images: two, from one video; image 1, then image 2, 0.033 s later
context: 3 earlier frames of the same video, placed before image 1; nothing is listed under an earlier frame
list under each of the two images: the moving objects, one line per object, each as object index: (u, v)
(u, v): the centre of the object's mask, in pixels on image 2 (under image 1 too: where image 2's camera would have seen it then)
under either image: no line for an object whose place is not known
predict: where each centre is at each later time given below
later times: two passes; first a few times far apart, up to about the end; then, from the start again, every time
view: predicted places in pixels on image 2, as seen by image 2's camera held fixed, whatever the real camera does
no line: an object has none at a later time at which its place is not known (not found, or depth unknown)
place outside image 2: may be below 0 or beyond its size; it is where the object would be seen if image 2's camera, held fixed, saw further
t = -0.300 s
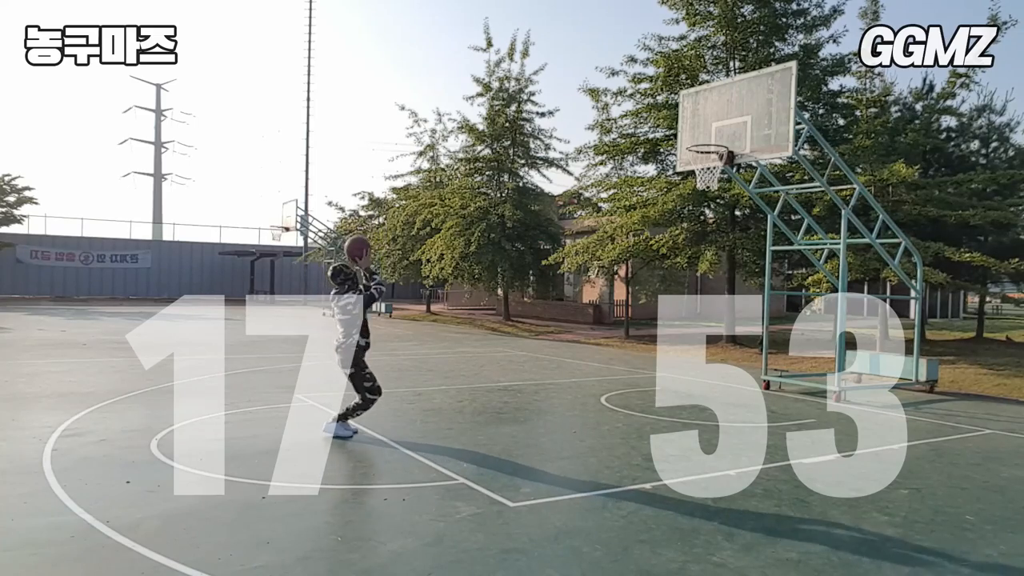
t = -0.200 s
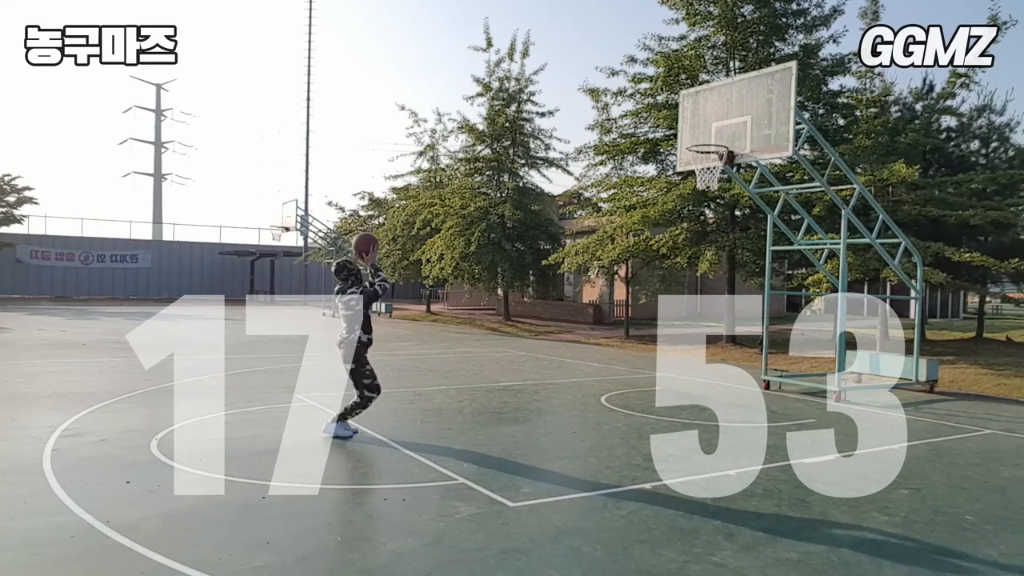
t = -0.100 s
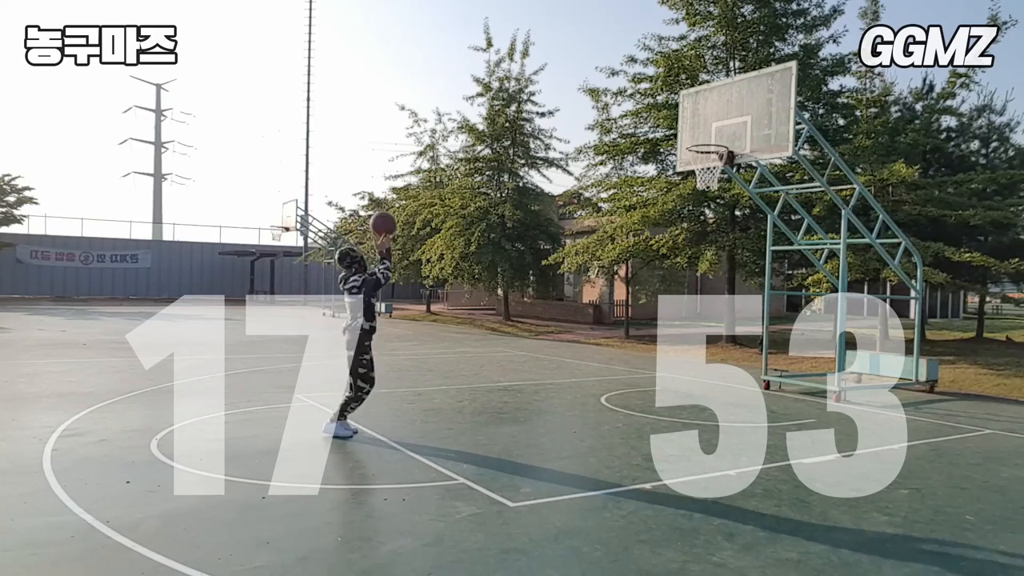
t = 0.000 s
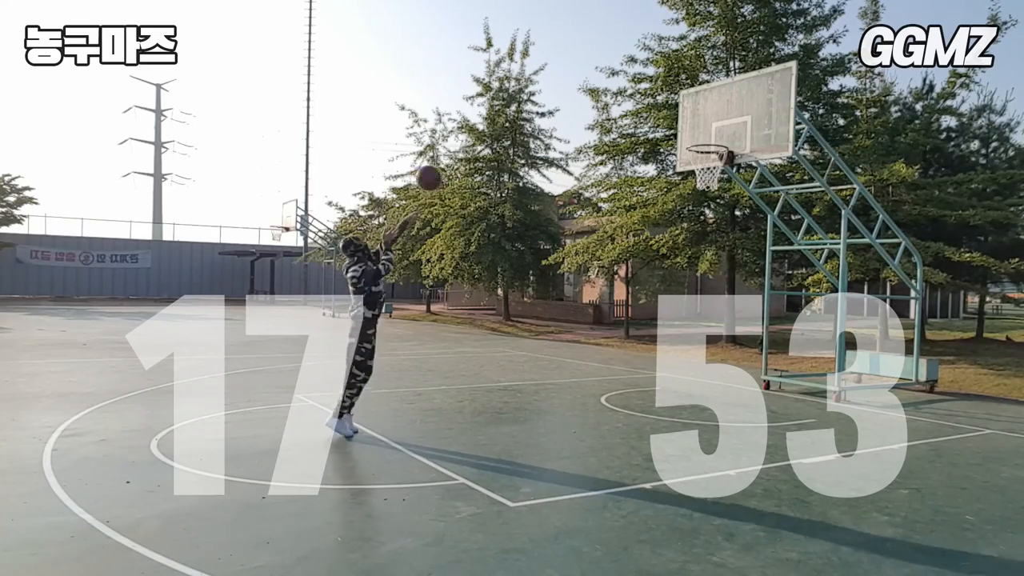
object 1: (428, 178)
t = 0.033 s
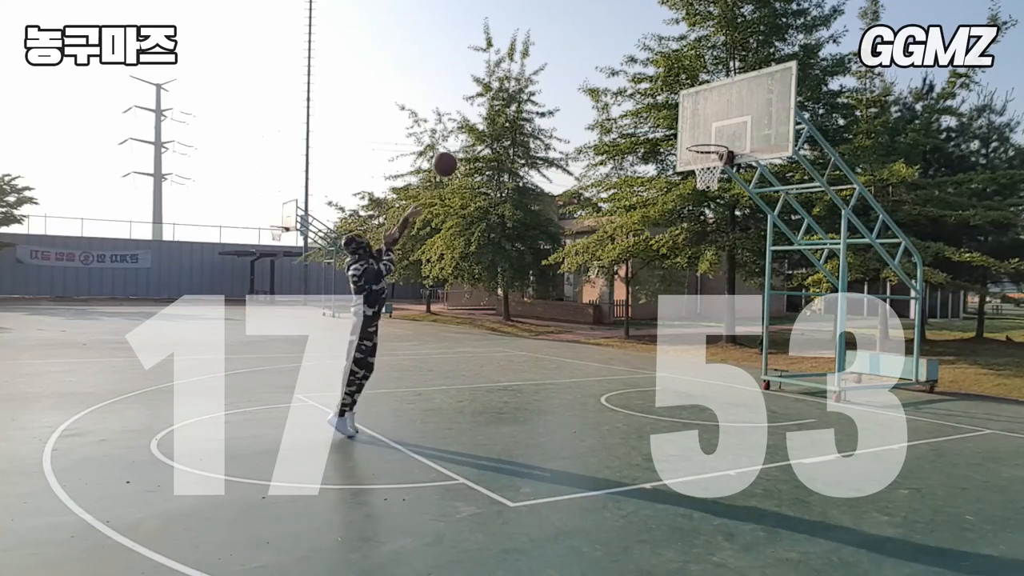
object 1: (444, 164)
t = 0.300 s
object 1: (562, 104)
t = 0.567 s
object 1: (659, 114)
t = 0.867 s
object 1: (720, 128)
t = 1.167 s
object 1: (711, 138)
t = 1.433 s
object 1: (703, 143)
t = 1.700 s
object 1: (717, 163)
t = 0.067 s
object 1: (460, 152)
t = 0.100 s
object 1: (476, 141)
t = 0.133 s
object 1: (491, 132)
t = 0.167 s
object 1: (505, 124)
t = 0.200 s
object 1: (520, 117)
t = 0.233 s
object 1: (535, 112)
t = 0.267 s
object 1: (548, 107)
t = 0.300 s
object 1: (562, 104)
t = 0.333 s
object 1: (575, 102)
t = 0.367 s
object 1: (588, 100)
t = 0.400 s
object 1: (600, 100)
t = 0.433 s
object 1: (612, 101)
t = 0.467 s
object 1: (624, 103)
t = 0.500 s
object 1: (636, 105)
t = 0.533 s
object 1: (648, 110)
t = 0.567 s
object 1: (659, 114)
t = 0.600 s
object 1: (670, 119)
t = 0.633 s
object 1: (681, 125)
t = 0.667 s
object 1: (692, 132)
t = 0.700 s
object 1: (699, 133)
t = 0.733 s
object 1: (703, 130)
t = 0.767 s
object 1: (708, 128)
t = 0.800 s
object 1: (712, 127)
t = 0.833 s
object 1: (716, 127)
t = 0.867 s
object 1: (720, 128)
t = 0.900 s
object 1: (724, 129)
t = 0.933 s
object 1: (728, 131)
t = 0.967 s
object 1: (726, 130)
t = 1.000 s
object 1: (724, 129)
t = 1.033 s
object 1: (721, 129)
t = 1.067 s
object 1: (718, 130)
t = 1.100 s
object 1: (716, 132)
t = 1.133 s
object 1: (713, 135)
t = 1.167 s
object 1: (711, 138)
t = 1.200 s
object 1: (708, 137)
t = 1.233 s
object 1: (706, 136)
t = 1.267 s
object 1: (704, 137)
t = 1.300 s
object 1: (701, 138)
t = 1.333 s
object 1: (699, 141)
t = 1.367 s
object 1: (697, 142)
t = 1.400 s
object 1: (700, 142)
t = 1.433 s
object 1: (703, 143)
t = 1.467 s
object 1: (706, 143)
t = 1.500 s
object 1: (708, 146)
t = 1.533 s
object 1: (712, 148)
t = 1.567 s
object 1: (714, 152)
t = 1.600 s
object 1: (716, 155)
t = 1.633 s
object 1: (715, 159)
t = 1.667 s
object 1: (716, 161)
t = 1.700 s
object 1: (717, 163)
